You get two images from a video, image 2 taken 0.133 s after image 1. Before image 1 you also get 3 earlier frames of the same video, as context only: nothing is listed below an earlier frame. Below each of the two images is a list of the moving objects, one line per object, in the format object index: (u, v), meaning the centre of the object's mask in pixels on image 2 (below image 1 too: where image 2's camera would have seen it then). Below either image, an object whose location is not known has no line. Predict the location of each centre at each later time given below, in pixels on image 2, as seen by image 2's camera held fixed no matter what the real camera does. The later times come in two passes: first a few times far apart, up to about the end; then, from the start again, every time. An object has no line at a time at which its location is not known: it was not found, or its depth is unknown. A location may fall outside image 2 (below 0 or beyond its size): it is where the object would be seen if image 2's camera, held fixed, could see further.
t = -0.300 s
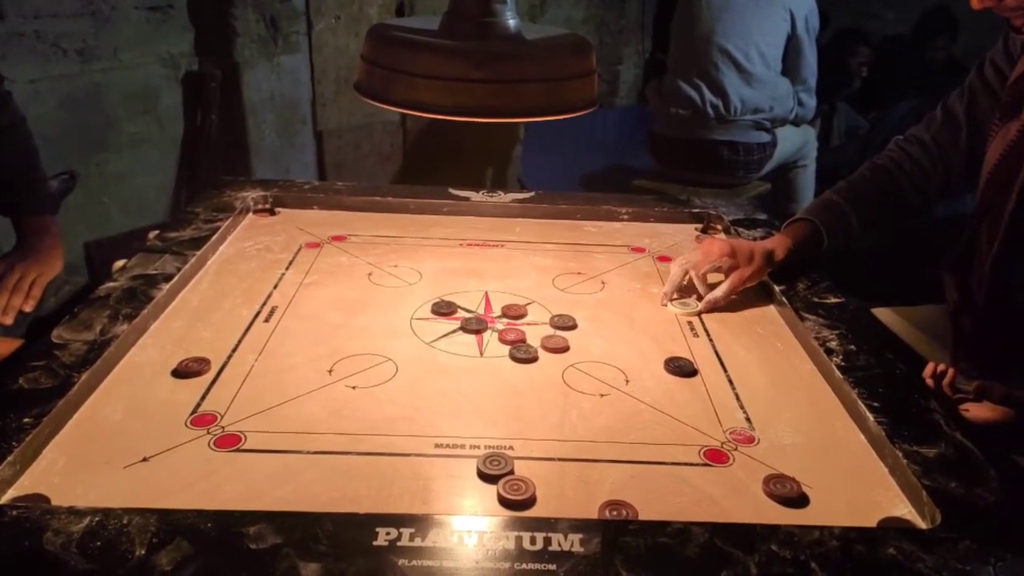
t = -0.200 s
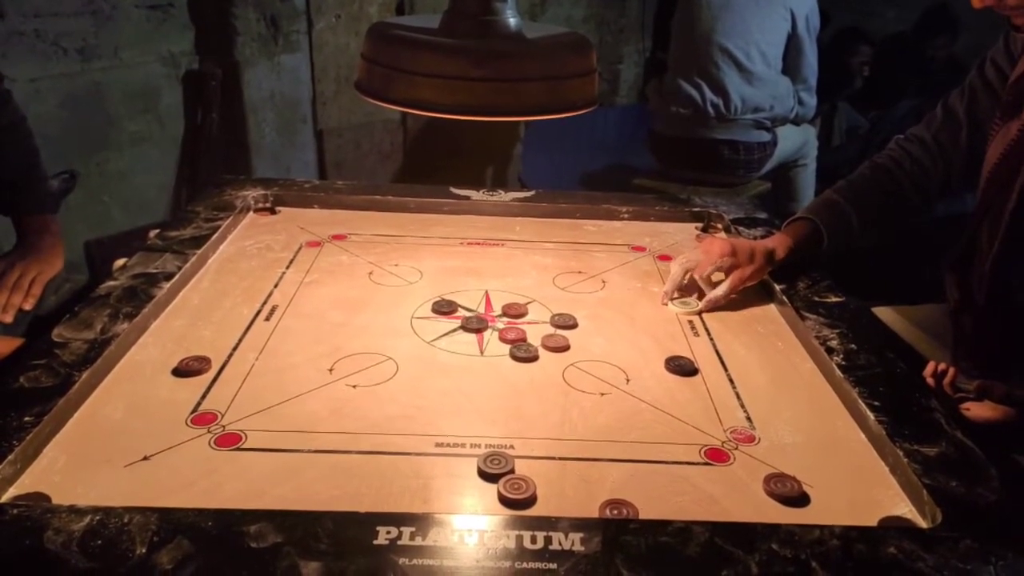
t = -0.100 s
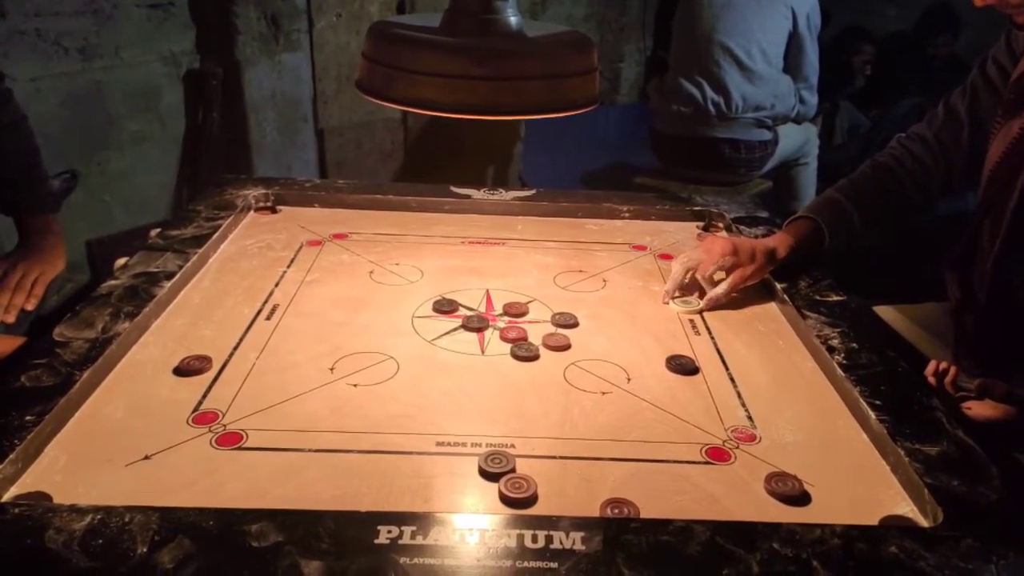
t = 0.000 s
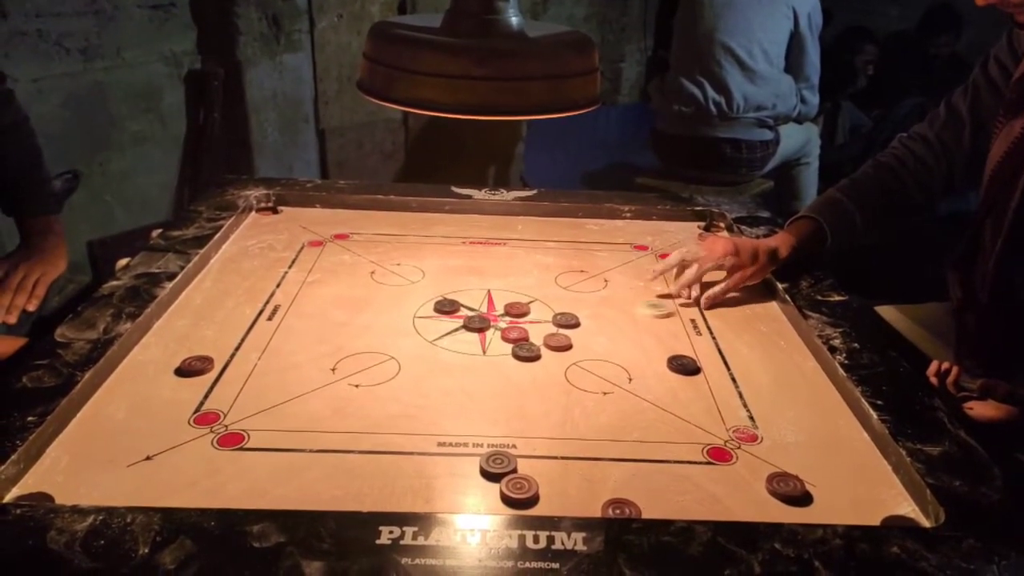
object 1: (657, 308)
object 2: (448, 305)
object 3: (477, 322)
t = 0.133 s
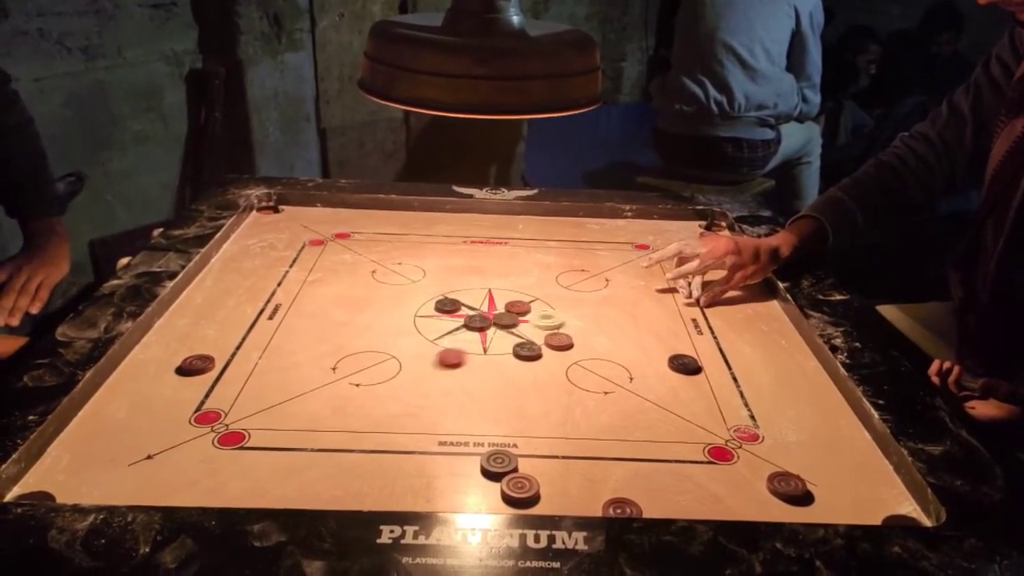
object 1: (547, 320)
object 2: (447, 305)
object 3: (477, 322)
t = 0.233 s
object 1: (514, 323)
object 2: (447, 305)
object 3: (451, 326)
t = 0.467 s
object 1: (477, 329)
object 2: (407, 292)
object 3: (414, 331)
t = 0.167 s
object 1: (529, 321)
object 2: (448, 305)
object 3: (467, 324)
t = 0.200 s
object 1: (525, 322)
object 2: (448, 305)
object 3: (462, 324)
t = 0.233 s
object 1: (514, 323)
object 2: (447, 305)
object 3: (451, 326)
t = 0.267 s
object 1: (506, 325)
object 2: (437, 302)
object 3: (441, 327)
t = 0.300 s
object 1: (498, 326)
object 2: (429, 299)
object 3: (432, 329)
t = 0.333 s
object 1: (491, 327)
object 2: (422, 297)
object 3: (425, 329)
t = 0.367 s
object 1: (486, 328)
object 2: (415, 295)
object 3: (420, 330)
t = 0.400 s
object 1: (483, 328)
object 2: (413, 294)
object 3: (418, 330)
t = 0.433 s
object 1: (480, 329)
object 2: (409, 293)
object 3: (415, 331)
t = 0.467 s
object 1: (477, 329)
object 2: (407, 292)
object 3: (414, 331)
